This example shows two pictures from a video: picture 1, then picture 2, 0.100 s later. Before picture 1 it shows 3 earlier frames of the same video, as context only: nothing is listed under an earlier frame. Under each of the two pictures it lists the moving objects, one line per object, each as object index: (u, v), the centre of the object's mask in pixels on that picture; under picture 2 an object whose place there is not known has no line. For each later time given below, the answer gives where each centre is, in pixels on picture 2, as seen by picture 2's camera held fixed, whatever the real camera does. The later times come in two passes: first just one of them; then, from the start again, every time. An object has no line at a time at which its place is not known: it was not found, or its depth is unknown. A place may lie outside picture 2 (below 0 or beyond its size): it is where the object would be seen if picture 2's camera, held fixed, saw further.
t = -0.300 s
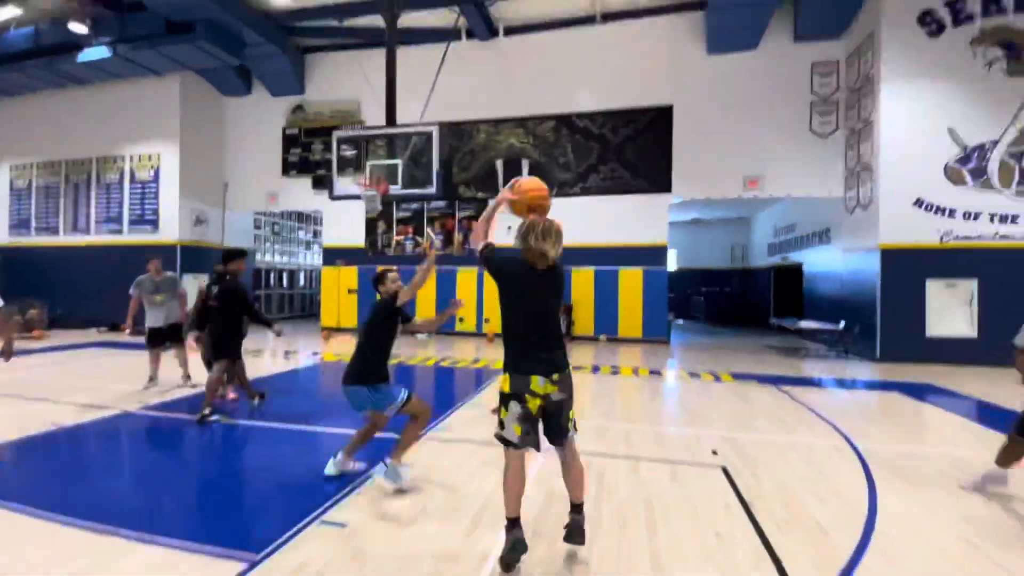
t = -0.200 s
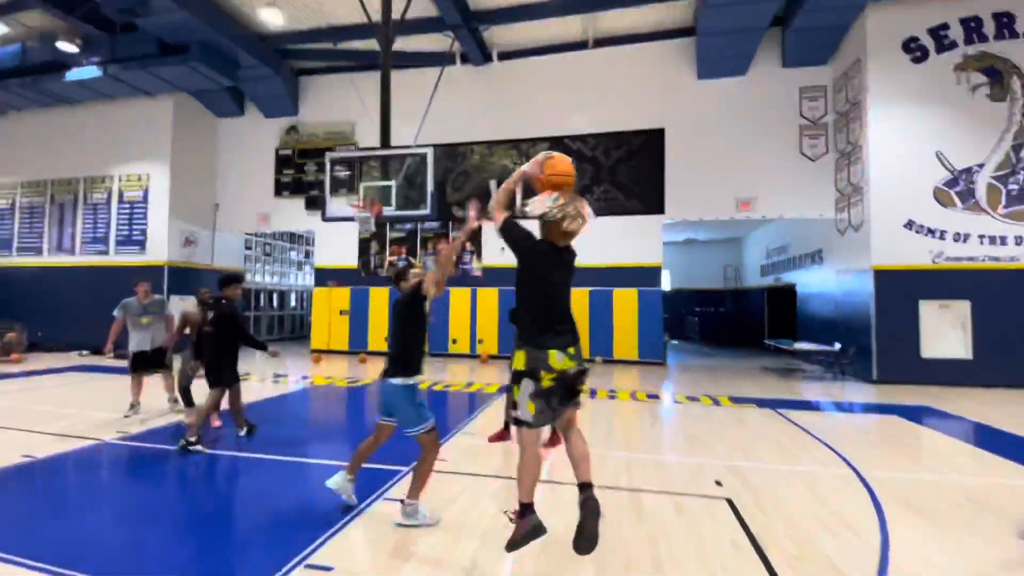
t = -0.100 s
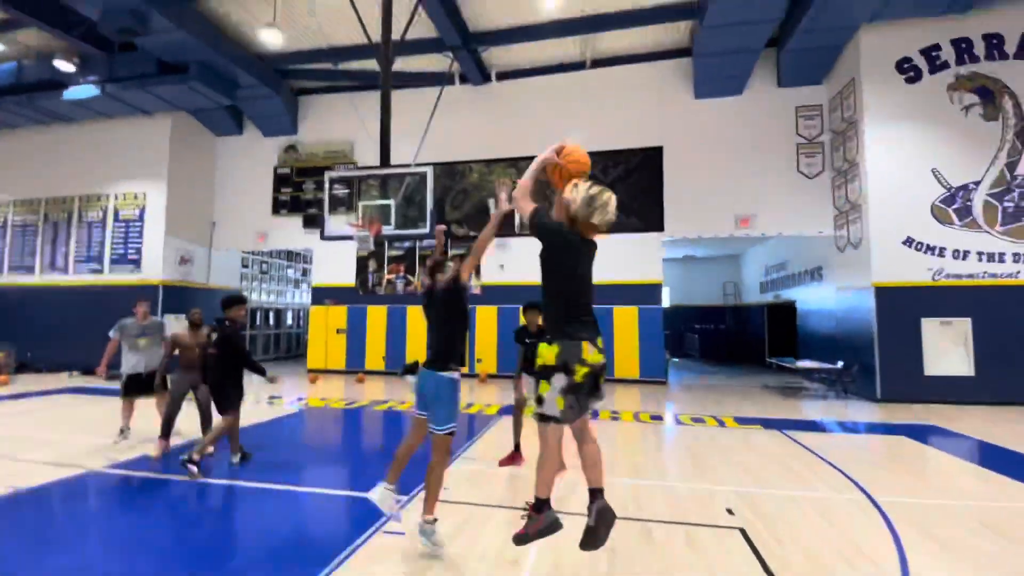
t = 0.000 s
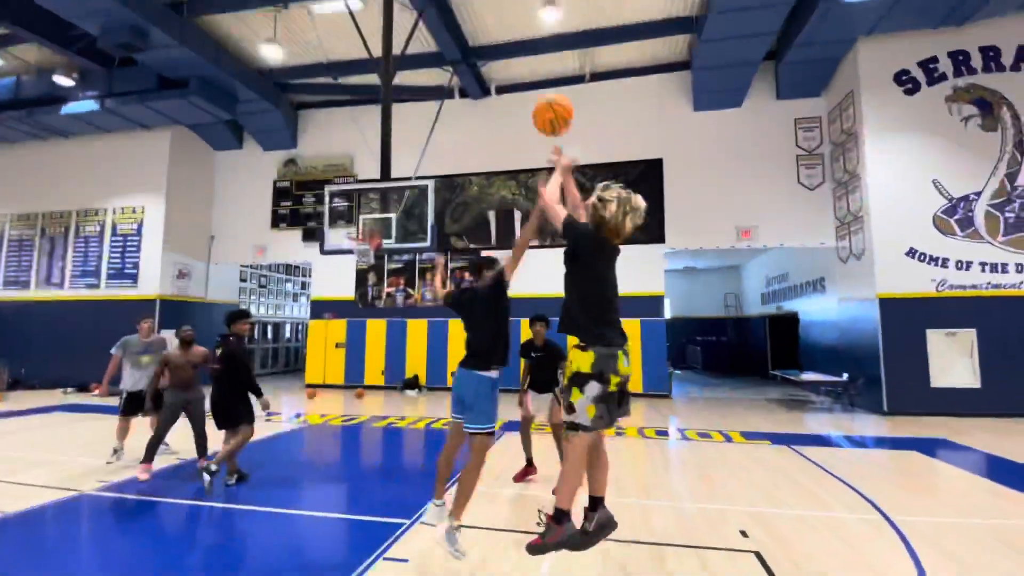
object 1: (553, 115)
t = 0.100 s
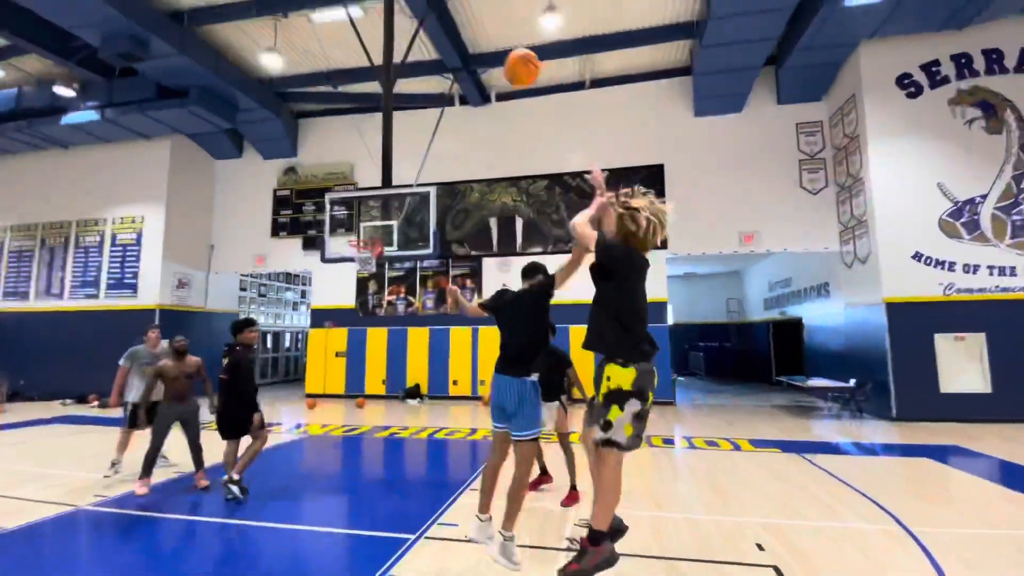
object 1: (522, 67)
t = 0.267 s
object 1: (484, 33)
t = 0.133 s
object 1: (513, 57)
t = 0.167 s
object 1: (505, 49)
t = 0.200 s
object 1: (496, 40)
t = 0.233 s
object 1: (490, 36)
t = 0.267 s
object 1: (484, 33)
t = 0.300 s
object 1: (476, 31)
